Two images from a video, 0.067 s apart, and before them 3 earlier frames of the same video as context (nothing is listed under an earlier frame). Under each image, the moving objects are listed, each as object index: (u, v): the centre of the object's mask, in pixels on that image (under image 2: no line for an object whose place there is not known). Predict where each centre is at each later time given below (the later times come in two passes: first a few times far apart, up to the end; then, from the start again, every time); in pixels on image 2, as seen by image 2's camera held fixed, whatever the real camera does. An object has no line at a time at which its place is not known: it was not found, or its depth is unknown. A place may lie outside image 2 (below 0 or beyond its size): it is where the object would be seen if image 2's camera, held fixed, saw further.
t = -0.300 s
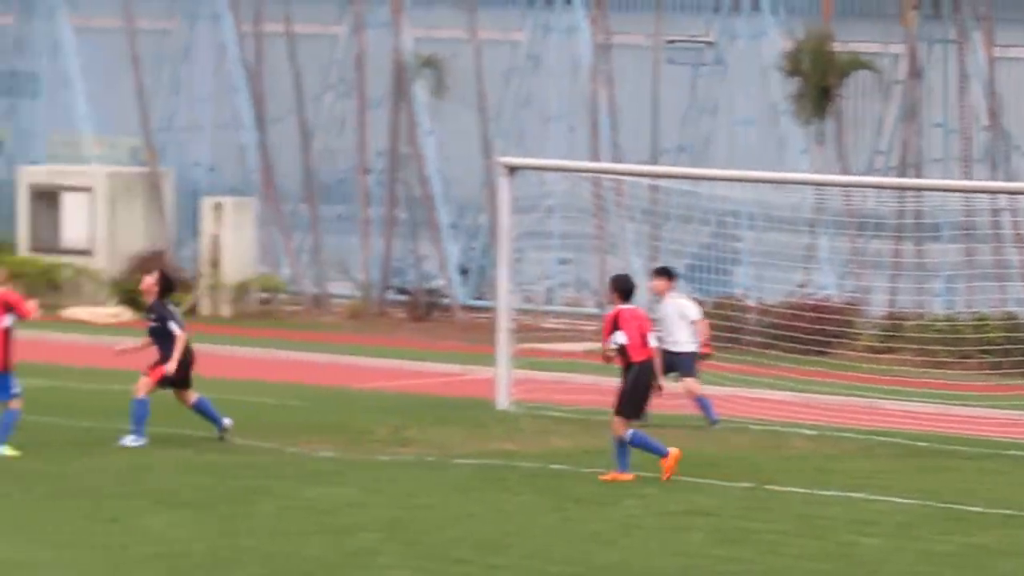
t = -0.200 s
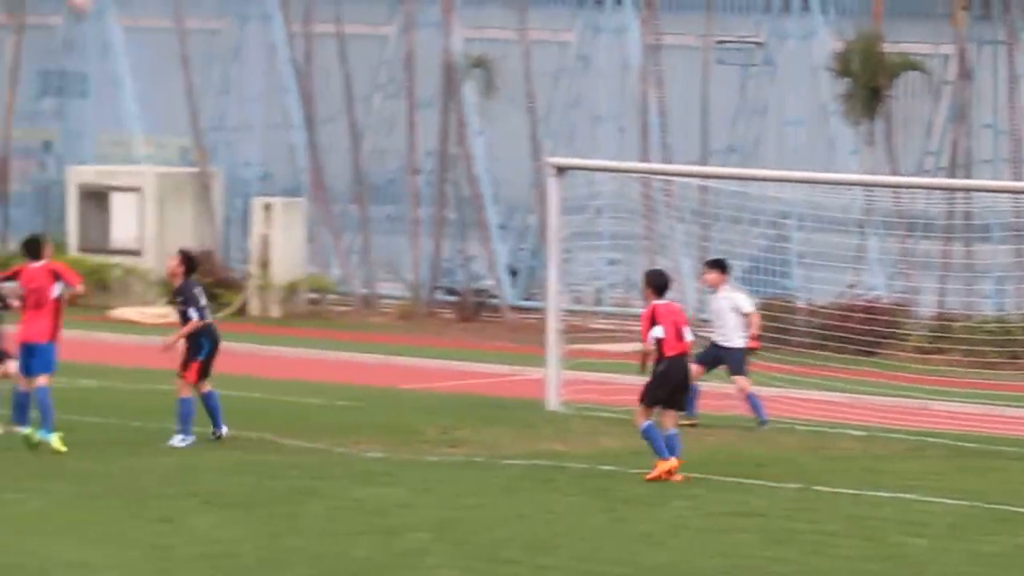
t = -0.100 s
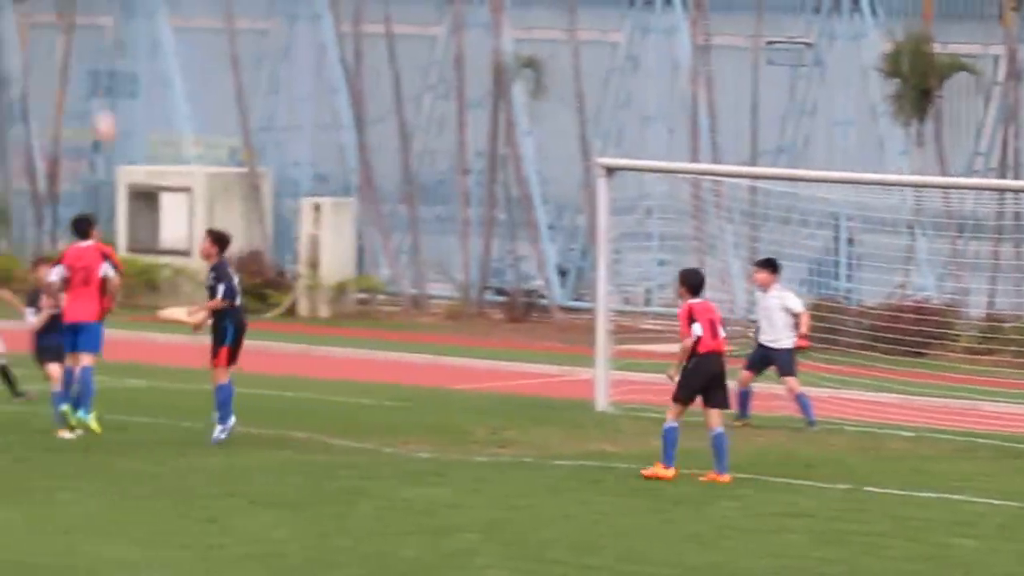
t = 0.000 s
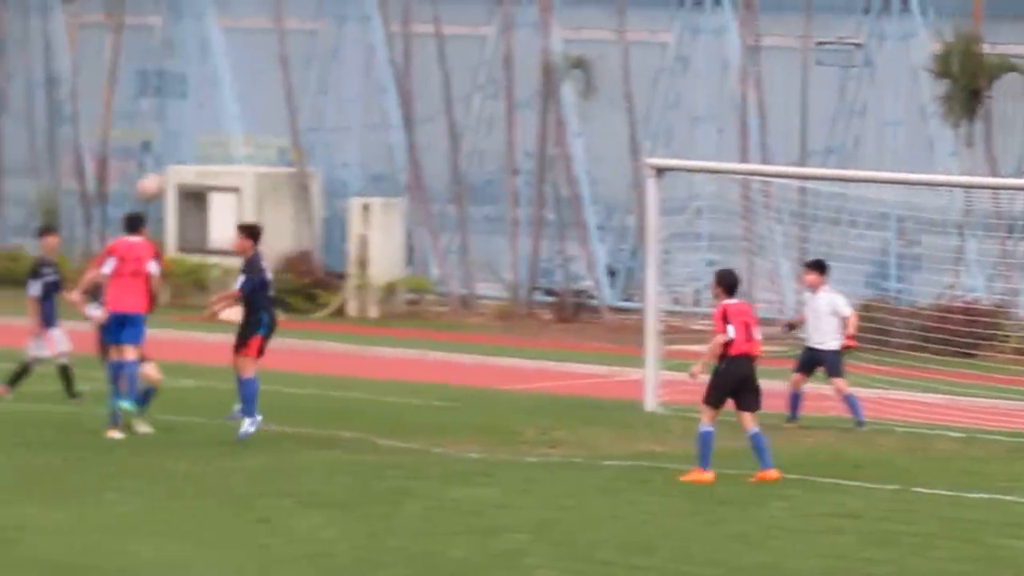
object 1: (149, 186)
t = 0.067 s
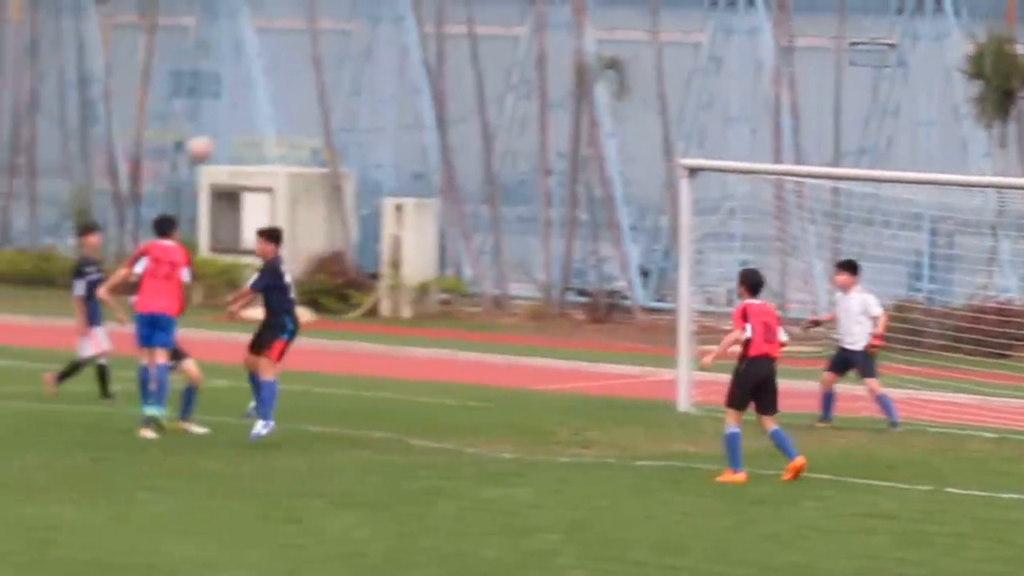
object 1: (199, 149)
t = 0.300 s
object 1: (250, 67)
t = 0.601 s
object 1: (303, 68)
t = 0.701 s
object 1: (318, 93)
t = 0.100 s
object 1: (207, 132)
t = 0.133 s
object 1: (214, 117)
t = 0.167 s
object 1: (221, 104)
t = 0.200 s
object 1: (229, 91)
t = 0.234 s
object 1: (236, 82)
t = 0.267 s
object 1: (244, 73)
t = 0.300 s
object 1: (250, 67)
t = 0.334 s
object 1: (257, 61)
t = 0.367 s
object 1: (264, 56)
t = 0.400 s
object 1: (270, 54)
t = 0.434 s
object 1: (276, 53)
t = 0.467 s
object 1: (282, 53)
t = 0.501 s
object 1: (288, 54)
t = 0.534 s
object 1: (293, 58)
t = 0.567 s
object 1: (298, 62)
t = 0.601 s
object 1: (303, 68)
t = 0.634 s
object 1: (309, 75)
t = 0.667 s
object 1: (313, 83)
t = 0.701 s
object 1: (318, 93)
